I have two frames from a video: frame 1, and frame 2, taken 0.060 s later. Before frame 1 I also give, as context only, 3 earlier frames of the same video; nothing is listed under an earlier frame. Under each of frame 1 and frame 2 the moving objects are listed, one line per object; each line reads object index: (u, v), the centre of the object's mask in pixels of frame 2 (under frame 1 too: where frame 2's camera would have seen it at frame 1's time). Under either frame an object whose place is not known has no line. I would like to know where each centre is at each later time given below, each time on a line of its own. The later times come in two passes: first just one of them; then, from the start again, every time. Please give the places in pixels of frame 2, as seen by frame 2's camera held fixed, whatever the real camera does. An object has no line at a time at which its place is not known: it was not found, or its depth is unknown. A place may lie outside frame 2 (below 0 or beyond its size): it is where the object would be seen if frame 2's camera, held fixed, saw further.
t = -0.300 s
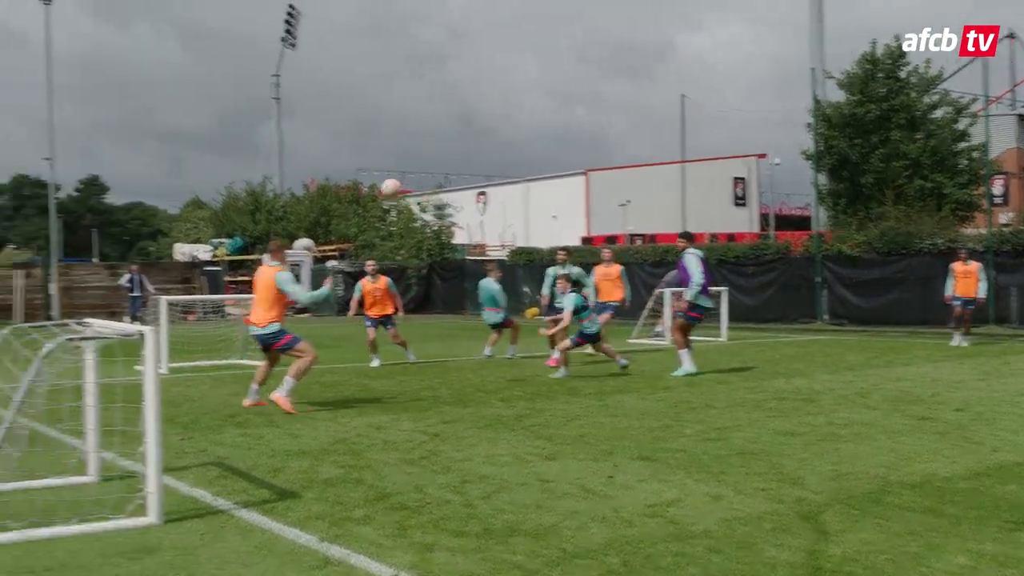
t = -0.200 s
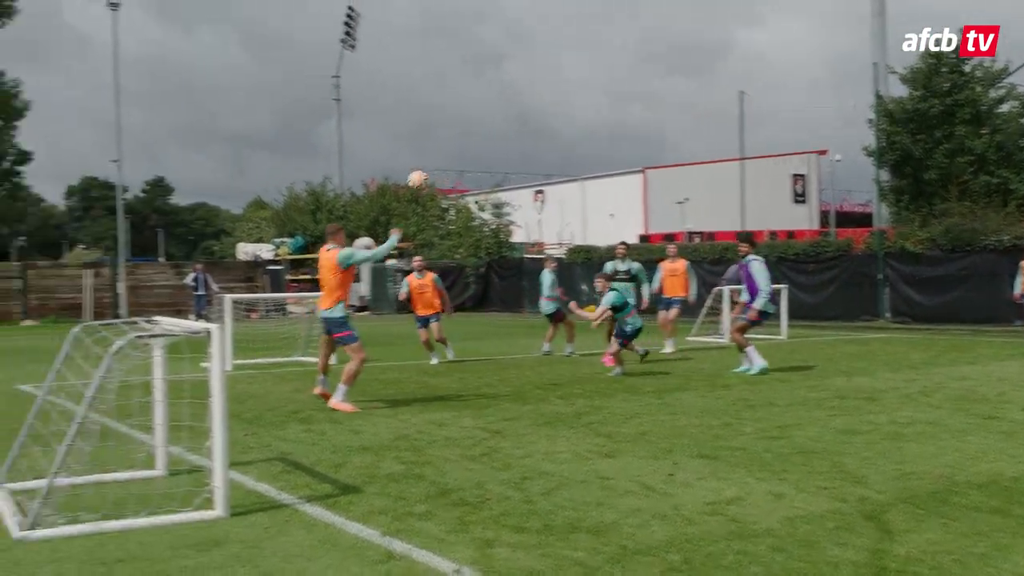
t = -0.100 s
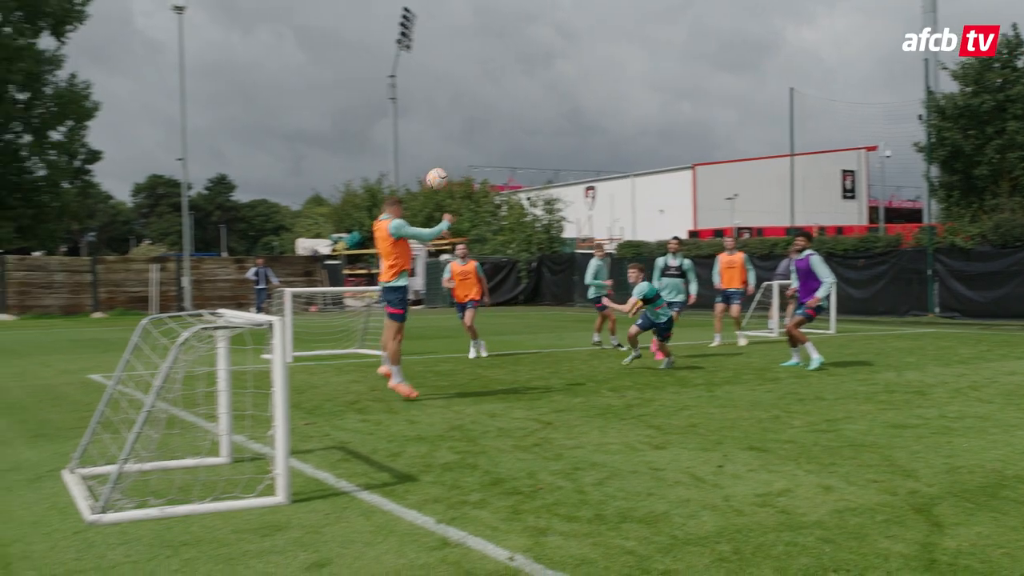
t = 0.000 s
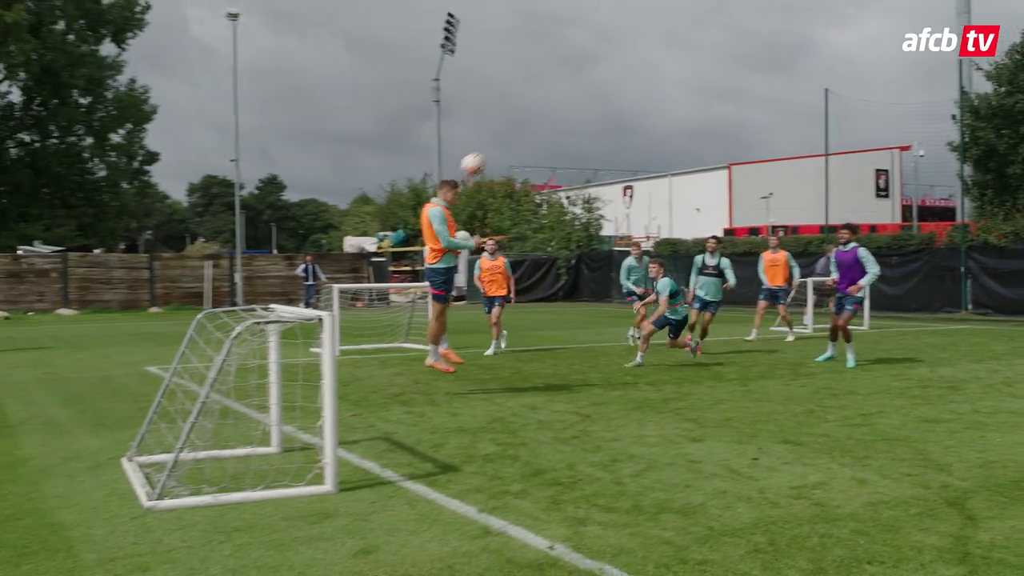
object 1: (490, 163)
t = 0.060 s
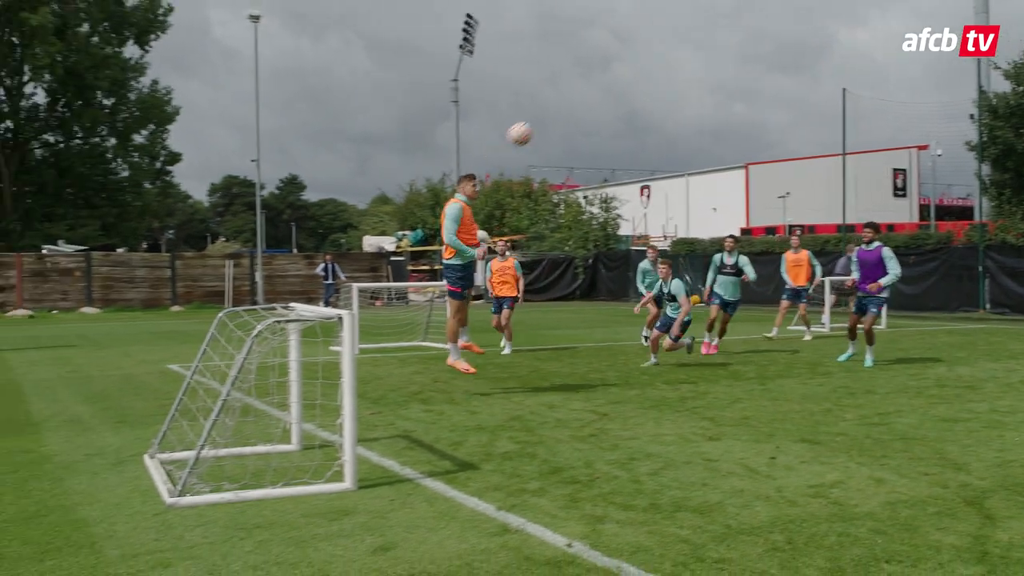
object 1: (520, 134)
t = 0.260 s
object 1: (628, 50)
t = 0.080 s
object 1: (531, 124)
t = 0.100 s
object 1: (541, 115)
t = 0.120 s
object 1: (551, 106)
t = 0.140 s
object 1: (562, 97)
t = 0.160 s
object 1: (573, 89)
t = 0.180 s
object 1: (583, 80)
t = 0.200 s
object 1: (594, 72)
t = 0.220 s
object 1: (606, 64)
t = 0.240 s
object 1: (617, 56)
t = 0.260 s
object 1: (628, 50)
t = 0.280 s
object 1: (639, 43)
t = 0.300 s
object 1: (650, 36)
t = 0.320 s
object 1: (661, 31)
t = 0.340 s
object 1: (671, 25)
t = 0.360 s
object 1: (682, 20)
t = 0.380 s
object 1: (694, 16)
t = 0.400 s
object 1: (705, 12)
